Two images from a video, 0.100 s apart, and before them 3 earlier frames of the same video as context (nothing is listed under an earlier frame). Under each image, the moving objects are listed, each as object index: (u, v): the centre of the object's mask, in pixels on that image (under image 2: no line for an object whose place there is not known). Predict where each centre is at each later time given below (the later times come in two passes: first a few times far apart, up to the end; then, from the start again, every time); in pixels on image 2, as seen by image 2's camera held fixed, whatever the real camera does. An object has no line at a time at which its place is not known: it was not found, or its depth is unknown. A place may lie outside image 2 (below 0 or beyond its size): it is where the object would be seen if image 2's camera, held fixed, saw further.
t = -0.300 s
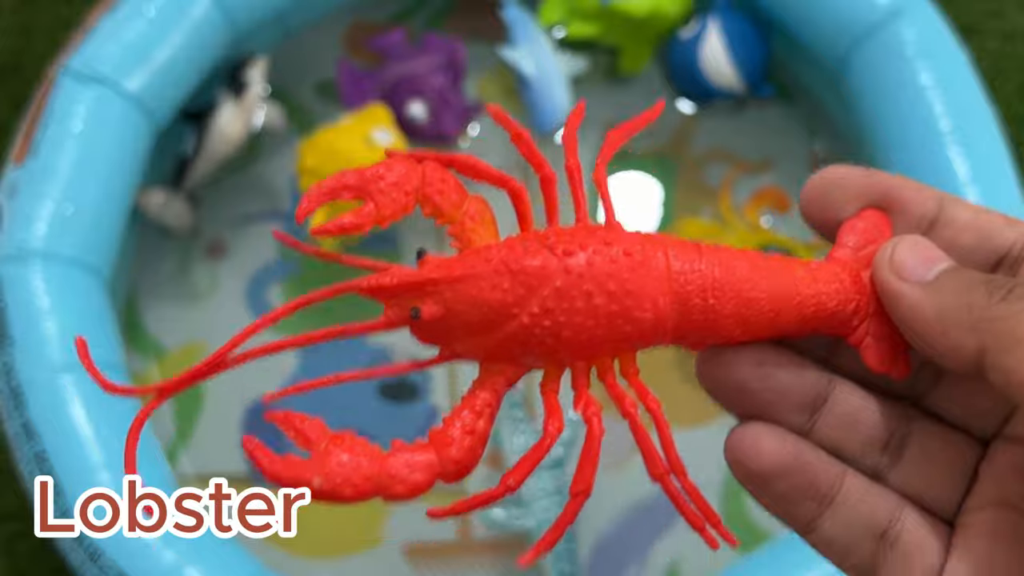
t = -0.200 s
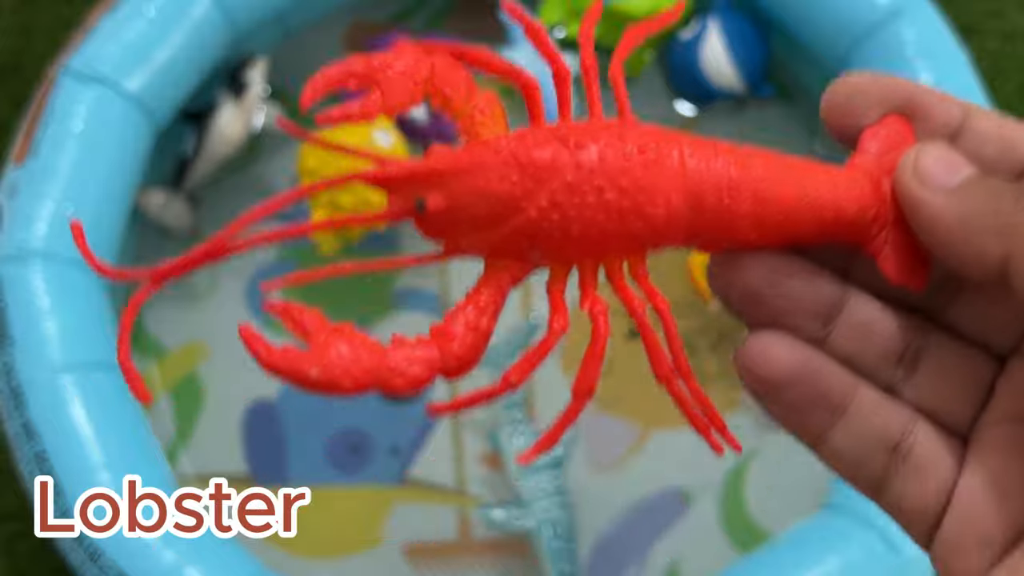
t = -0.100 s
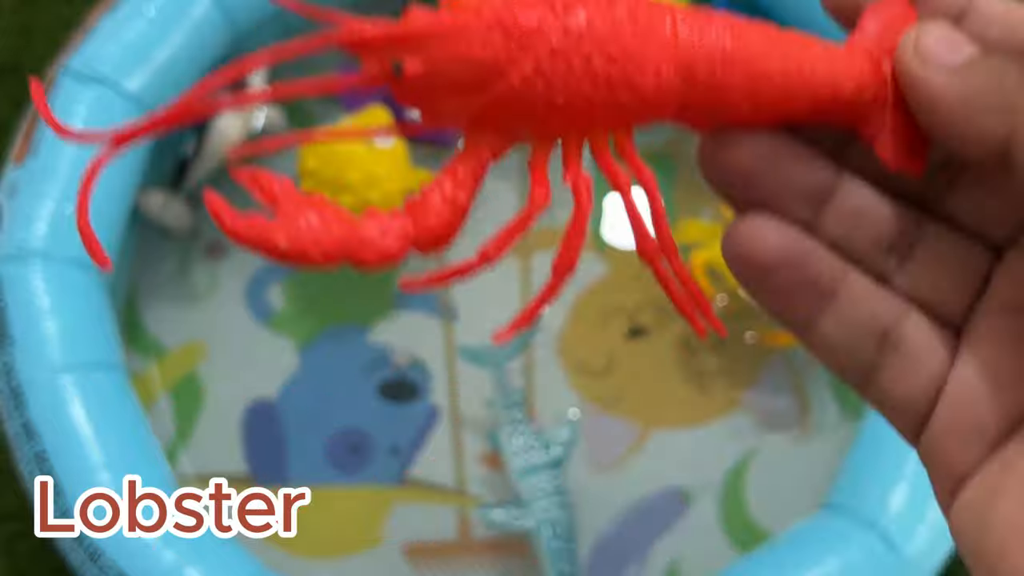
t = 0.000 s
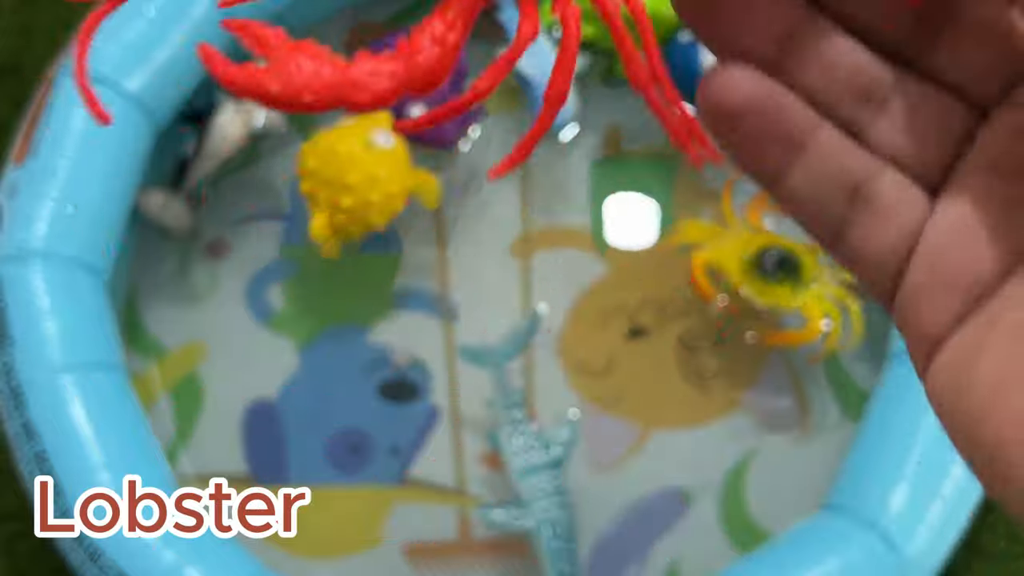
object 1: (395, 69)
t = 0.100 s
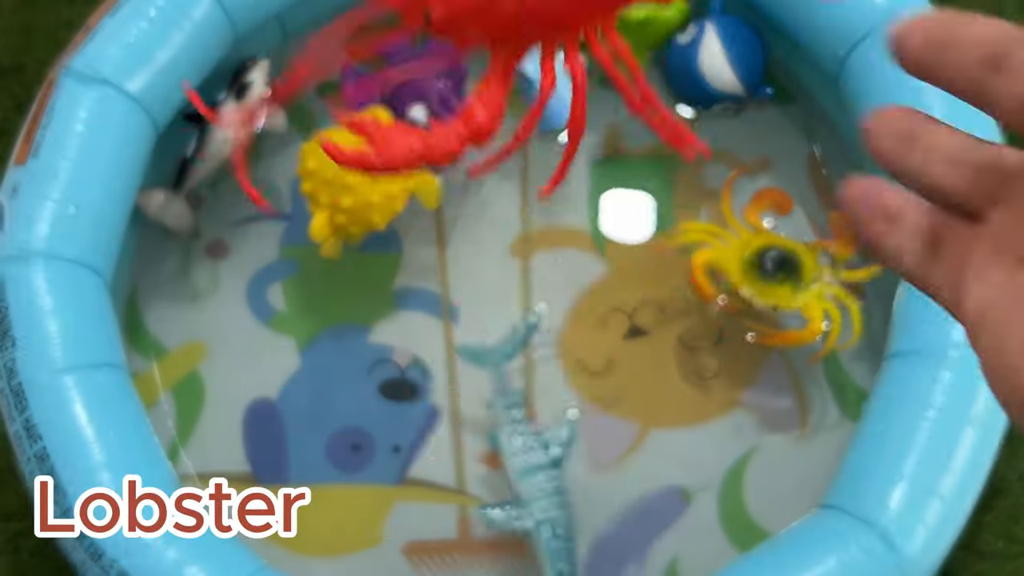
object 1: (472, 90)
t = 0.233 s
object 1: (543, 267)
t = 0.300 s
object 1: (552, 366)
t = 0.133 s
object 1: (550, 82)
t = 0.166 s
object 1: (568, 123)
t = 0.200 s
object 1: (559, 198)
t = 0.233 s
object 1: (543, 267)
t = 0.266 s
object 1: (560, 310)
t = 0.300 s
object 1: (552, 366)
